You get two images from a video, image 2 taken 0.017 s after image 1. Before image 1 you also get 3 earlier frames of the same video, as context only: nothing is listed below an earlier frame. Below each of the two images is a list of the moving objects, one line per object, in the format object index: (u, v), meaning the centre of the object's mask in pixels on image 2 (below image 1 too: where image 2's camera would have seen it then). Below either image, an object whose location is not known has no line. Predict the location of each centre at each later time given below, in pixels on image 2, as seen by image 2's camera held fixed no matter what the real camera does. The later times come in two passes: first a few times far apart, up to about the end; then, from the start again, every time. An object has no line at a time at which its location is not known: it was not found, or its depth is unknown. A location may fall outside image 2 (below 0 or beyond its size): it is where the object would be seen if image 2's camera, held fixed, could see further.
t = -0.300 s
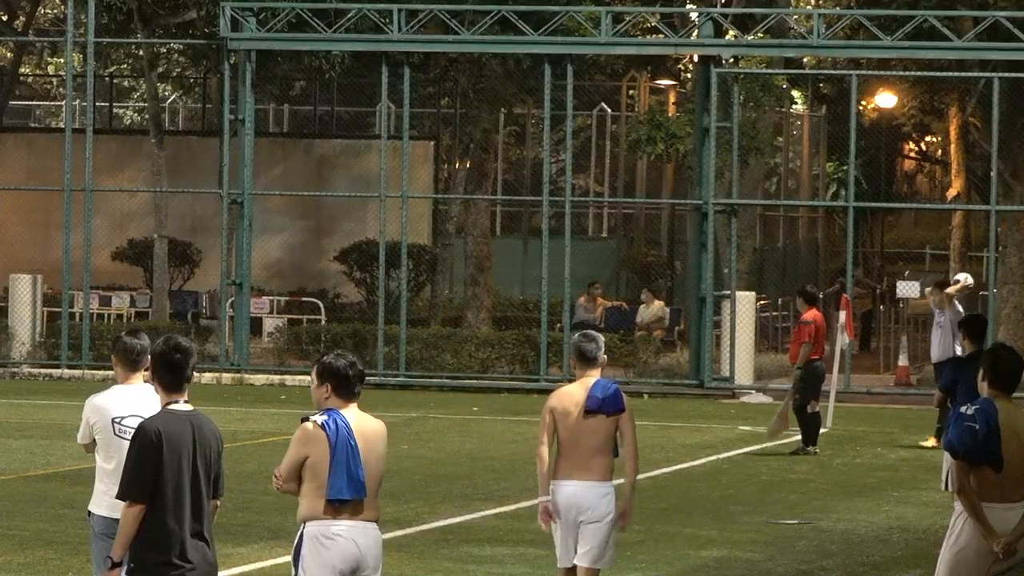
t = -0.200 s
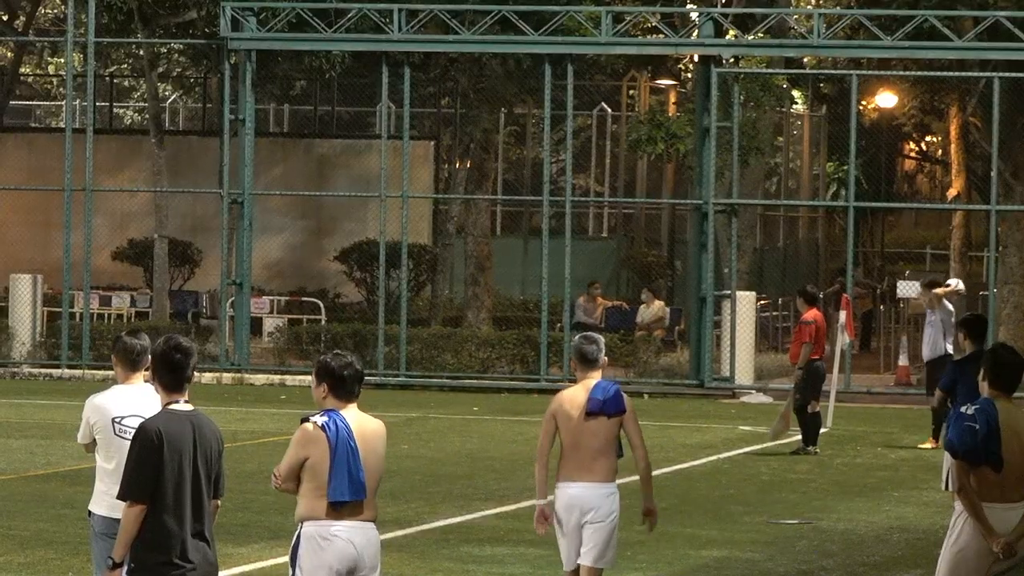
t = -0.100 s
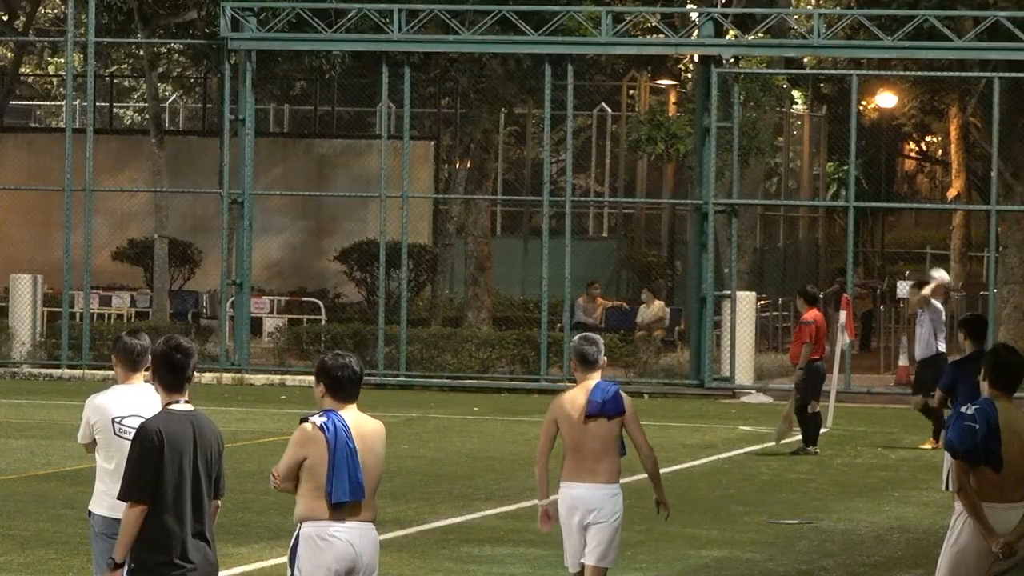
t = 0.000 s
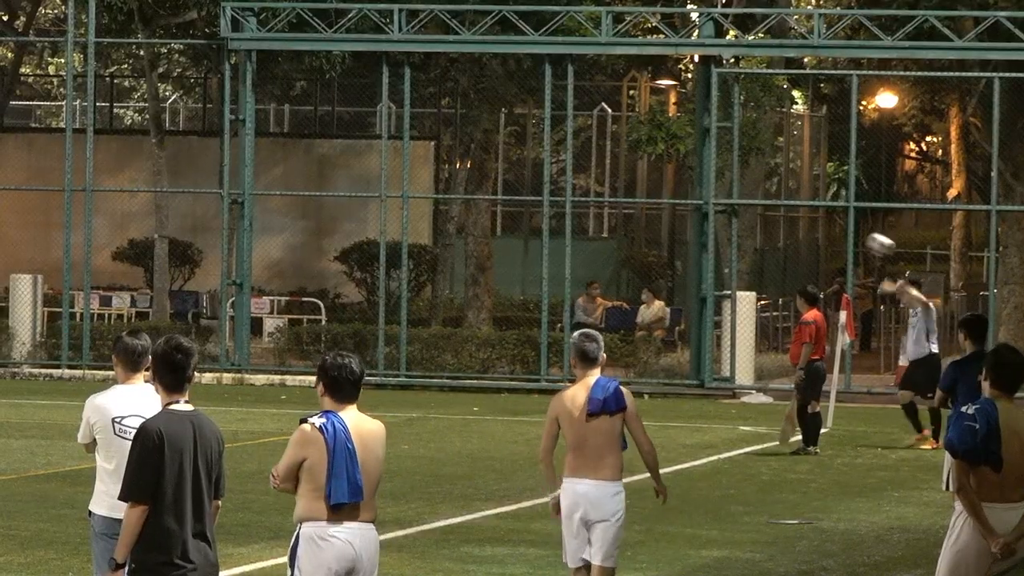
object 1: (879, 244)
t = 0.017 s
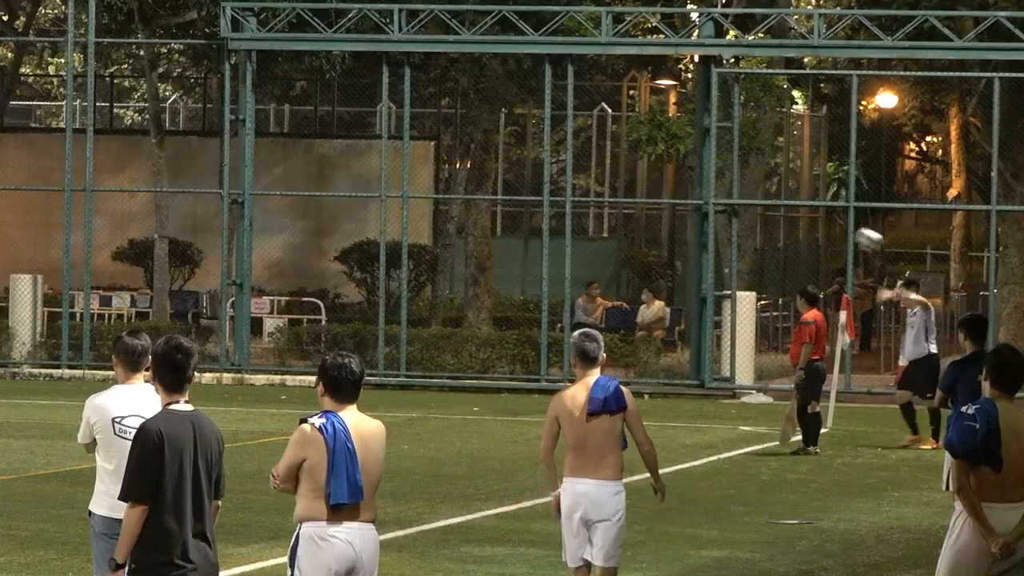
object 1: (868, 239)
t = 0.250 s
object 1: (718, 197)
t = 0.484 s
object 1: (566, 209)
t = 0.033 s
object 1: (858, 233)
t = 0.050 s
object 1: (847, 229)
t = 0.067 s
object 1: (835, 226)
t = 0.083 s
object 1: (825, 221)
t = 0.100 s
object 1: (814, 218)
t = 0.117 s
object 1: (802, 214)
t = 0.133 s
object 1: (792, 211)
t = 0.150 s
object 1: (782, 208)
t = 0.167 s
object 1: (771, 207)
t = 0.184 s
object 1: (760, 204)
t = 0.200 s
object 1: (751, 203)
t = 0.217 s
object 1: (739, 199)
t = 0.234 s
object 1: (728, 199)
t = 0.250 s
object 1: (718, 197)
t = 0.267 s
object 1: (707, 195)
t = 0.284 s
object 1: (695, 195)
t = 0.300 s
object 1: (685, 195)
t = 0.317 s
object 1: (674, 194)
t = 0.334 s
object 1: (663, 194)
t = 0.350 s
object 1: (651, 194)
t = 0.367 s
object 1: (640, 195)
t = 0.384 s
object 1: (630, 198)
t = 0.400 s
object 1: (619, 198)
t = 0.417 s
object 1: (608, 200)
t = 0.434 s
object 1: (597, 202)
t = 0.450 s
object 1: (587, 204)
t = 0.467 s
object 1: (576, 206)
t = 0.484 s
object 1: (566, 209)
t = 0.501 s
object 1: (556, 212)
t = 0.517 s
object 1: (545, 216)
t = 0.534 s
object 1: (537, 219)
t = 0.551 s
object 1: (527, 222)
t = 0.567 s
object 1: (516, 226)
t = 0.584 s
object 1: (505, 230)
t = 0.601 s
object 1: (495, 235)
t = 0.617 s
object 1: (483, 240)
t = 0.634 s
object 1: (473, 245)
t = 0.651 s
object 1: (462, 250)
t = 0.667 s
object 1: (452, 257)
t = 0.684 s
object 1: (441, 263)
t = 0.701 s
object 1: (431, 269)
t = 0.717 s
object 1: (421, 276)
